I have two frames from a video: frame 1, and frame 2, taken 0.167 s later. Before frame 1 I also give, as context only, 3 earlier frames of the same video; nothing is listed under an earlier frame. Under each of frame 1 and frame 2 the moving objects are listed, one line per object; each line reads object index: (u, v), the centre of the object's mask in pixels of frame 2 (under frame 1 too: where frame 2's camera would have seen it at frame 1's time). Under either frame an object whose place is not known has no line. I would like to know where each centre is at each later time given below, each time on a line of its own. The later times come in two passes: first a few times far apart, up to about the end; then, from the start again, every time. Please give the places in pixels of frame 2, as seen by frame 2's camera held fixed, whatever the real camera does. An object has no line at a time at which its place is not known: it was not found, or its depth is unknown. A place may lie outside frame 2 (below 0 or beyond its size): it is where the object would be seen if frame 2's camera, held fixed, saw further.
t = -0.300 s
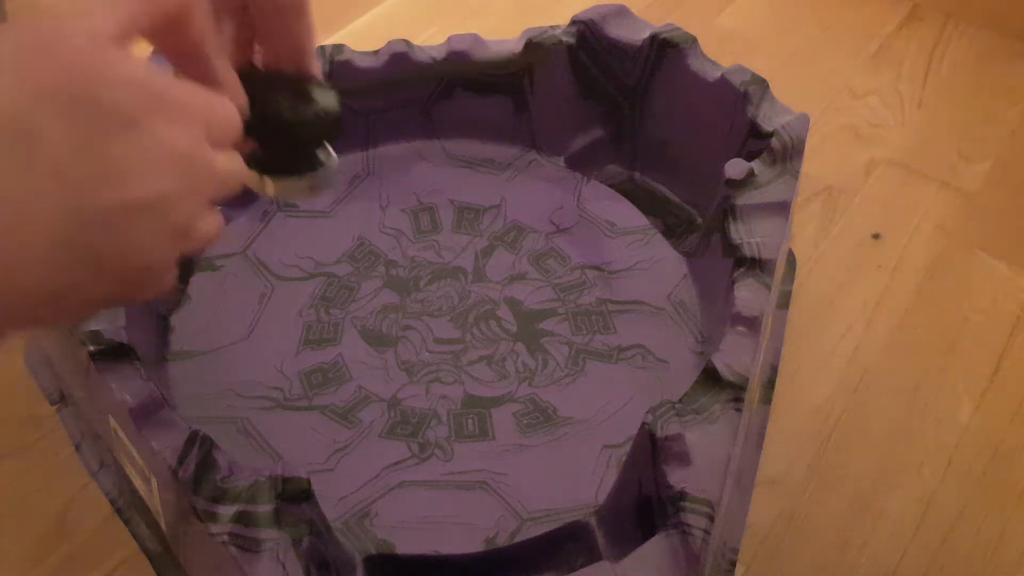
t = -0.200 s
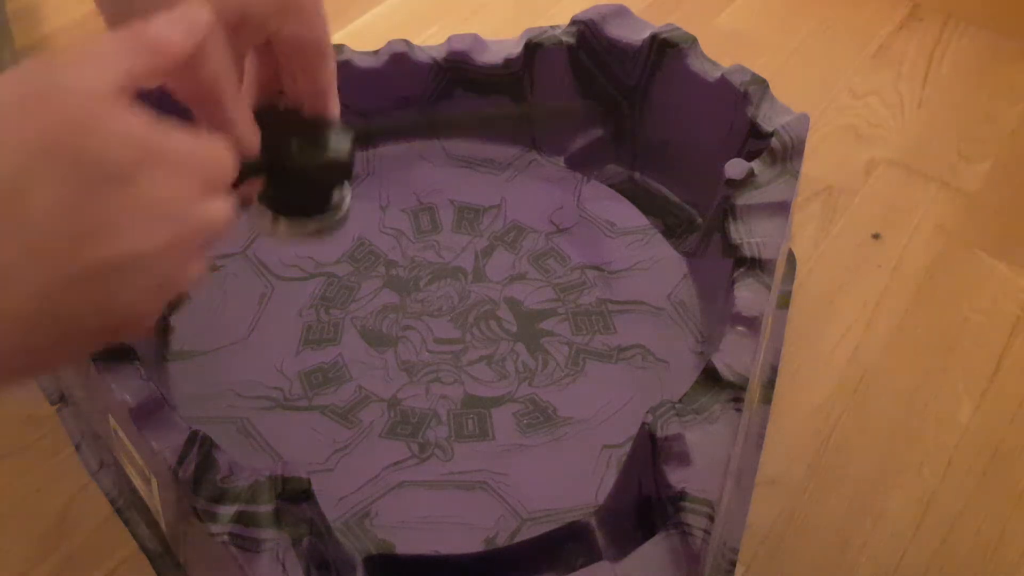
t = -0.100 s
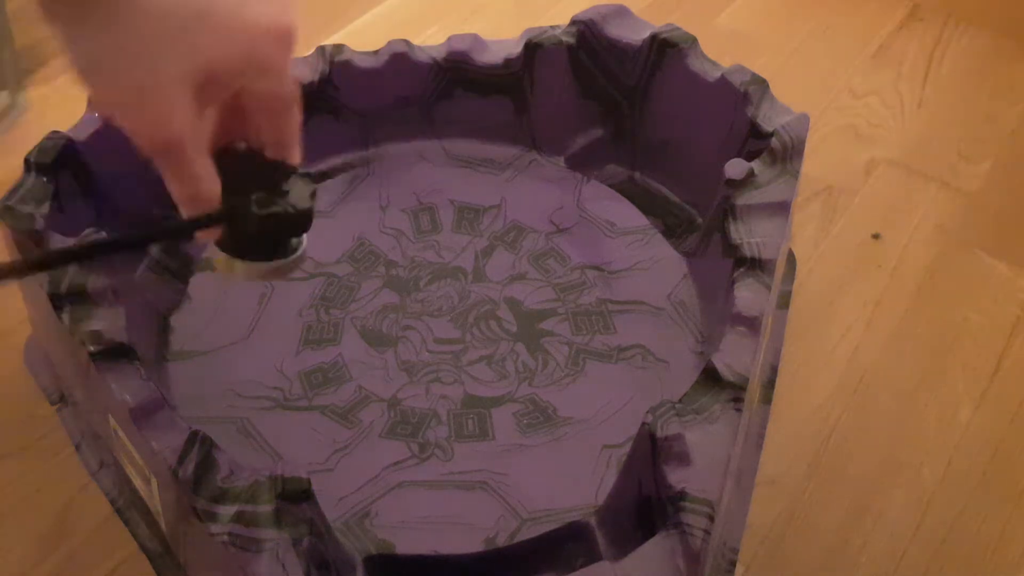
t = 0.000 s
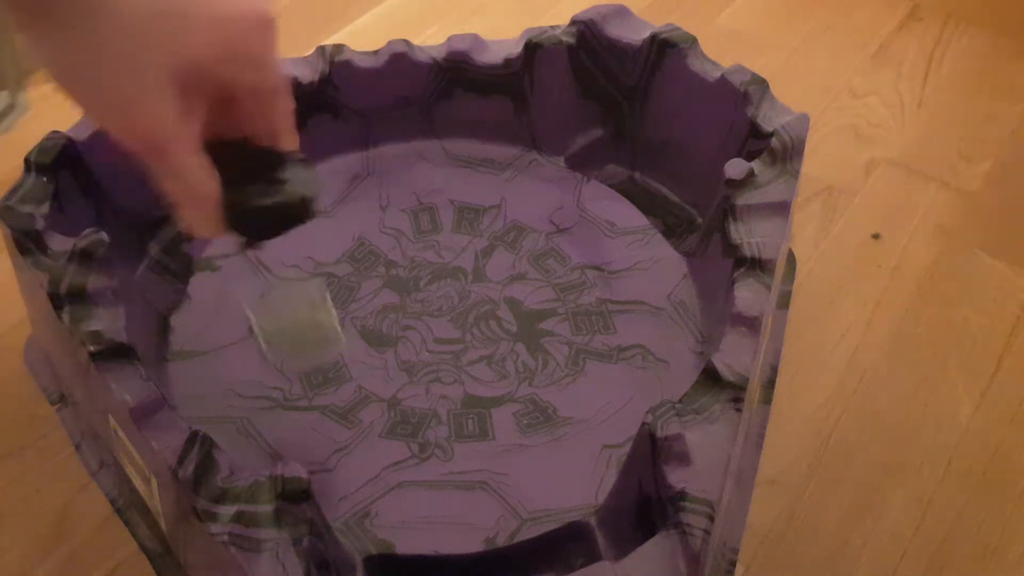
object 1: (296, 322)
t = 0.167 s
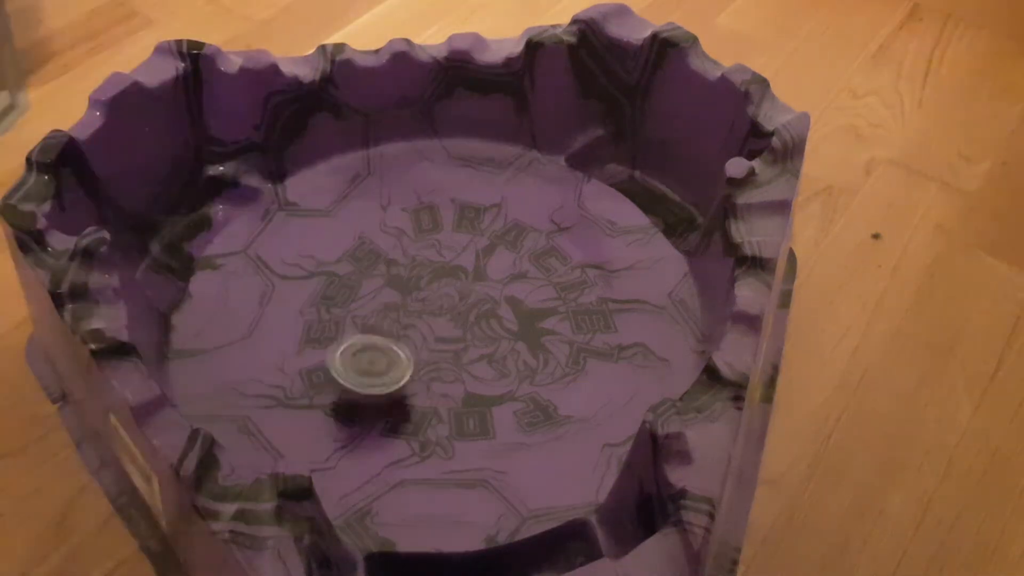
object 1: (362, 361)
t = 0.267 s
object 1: (391, 346)
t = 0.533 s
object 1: (395, 272)
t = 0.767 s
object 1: (369, 220)
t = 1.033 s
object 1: (354, 202)
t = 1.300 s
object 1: (356, 203)
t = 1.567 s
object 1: (388, 209)
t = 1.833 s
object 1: (454, 216)
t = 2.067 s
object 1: (496, 217)
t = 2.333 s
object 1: (525, 223)
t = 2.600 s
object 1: (545, 231)
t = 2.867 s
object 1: (550, 249)
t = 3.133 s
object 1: (524, 285)
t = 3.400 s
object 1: (485, 341)
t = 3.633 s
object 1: (467, 383)
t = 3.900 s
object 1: (440, 412)
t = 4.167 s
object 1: (421, 422)
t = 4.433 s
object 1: (397, 410)
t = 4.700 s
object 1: (364, 379)
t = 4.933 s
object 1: (334, 352)
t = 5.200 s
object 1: (314, 318)
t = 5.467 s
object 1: (313, 281)
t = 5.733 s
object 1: (322, 258)
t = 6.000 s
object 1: (339, 245)
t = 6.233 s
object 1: (373, 238)
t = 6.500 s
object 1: (418, 230)
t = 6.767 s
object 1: (461, 229)
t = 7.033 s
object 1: (495, 233)
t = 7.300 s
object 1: (521, 241)
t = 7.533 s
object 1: (531, 251)
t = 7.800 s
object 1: (516, 275)
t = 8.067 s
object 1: (487, 317)
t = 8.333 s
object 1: (470, 357)
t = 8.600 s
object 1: (446, 381)
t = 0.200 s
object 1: (375, 356)
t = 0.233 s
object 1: (383, 353)
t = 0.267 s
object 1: (391, 346)
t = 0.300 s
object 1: (399, 338)
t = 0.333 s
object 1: (404, 330)
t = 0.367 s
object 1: (406, 321)
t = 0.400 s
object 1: (407, 312)
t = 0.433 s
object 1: (405, 302)
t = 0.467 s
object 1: (403, 291)
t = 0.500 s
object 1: (399, 282)
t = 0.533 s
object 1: (395, 272)
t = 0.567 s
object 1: (392, 262)
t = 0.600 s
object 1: (387, 252)
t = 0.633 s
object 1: (384, 245)
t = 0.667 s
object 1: (380, 238)
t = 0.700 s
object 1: (377, 232)
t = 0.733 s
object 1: (373, 226)
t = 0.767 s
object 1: (369, 220)
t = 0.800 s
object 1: (367, 215)
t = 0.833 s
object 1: (365, 212)
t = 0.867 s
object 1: (363, 210)
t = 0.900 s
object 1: (361, 208)
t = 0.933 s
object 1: (359, 207)
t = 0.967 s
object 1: (357, 205)
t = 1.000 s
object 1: (356, 203)
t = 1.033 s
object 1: (354, 202)
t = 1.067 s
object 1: (353, 201)
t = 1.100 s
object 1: (352, 201)
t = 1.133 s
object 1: (352, 201)
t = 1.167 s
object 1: (352, 201)
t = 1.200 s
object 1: (352, 201)
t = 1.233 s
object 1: (353, 202)
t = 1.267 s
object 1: (355, 203)
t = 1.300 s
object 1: (356, 203)
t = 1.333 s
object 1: (358, 203)
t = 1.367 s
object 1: (361, 205)
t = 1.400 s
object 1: (365, 206)
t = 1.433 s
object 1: (368, 206)
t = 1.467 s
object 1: (372, 207)
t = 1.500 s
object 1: (377, 208)
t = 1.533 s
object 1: (382, 208)
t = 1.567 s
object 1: (388, 209)
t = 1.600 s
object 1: (394, 210)
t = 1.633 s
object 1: (402, 212)
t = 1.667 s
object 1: (409, 213)
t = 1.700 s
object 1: (418, 214)
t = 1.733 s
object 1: (428, 215)
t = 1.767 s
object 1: (437, 215)
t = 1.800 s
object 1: (446, 216)
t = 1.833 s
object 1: (454, 216)
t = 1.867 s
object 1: (461, 216)
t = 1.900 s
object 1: (468, 216)
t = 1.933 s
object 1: (475, 216)
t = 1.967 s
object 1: (481, 216)
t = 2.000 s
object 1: (487, 216)
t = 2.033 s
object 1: (492, 217)
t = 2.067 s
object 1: (496, 217)
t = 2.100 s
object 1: (500, 218)
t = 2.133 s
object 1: (504, 218)
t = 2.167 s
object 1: (507, 218)
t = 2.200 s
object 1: (510, 219)
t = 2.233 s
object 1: (514, 220)
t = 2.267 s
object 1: (518, 221)
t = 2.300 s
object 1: (521, 222)
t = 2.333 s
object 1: (525, 223)
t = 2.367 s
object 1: (528, 224)
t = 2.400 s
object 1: (532, 225)
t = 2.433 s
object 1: (534, 225)
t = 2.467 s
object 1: (537, 226)
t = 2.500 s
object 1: (539, 228)
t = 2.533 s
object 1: (541, 229)
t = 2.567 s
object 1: (543, 230)
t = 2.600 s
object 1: (545, 231)
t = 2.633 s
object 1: (546, 232)
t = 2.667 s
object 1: (547, 234)
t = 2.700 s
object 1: (548, 236)
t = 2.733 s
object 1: (549, 238)
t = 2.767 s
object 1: (550, 241)
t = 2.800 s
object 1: (550, 244)
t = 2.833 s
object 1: (551, 246)
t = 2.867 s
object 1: (550, 249)
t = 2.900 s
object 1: (549, 252)
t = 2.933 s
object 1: (547, 256)
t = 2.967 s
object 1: (545, 260)
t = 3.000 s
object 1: (542, 264)
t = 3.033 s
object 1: (539, 269)
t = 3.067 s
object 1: (534, 274)
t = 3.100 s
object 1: (529, 280)
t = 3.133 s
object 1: (524, 285)
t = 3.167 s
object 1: (518, 291)
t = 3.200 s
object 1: (513, 297)
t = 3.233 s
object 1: (507, 304)
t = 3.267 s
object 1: (502, 311)
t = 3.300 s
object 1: (498, 319)
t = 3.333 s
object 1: (493, 327)
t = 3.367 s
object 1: (489, 334)
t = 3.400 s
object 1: (485, 341)
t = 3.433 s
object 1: (483, 347)
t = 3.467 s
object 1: (481, 354)
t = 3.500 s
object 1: (478, 360)
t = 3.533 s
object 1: (476, 366)
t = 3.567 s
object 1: (473, 372)
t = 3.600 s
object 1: (470, 378)
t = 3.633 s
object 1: (467, 383)
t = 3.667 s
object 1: (464, 388)
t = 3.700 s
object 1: (460, 392)
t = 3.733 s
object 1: (456, 396)
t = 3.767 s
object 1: (452, 400)
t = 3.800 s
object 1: (449, 403)
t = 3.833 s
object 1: (446, 406)
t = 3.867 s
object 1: (443, 409)
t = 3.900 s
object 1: (440, 412)
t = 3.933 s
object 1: (438, 414)
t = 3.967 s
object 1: (435, 416)
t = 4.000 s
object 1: (433, 418)
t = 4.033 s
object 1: (431, 419)
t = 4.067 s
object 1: (427, 420)
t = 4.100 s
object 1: (425, 421)
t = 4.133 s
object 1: (423, 421)
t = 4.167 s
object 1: (421, 422)
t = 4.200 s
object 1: (418, 422)
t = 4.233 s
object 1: (416, 421)
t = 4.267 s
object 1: (414, 420)
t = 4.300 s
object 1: (411, 419)
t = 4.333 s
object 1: (408, 417)
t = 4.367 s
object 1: (405, 414)
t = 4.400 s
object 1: (402, 412)
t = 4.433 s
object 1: (397, 410)
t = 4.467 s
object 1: (394, 406)
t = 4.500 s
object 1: (390, 403)
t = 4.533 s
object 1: (385, 400)
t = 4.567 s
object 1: (381, 396)
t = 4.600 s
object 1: (377, 392)
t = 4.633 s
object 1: (372, 388)
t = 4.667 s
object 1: (368, 383)
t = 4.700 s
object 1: (364, 379)
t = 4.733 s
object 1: (359, 375)
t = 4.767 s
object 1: (355, 371)
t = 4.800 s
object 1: (351, 367)
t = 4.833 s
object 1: (346, 363)
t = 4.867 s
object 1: (342, 359)
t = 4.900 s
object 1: (337, 355)
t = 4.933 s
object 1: (334, 352)
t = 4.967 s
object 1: (330, 347)
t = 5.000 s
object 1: (327, 344)
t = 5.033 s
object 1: (324, 339)
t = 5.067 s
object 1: (322, 335)
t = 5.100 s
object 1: (319, 331)
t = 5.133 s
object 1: (317, 326)
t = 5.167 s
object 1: (315, 322)
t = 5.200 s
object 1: (314, 318)
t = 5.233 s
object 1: (313, 313)
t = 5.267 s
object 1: (312, 308)
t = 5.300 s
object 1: (312, 303)
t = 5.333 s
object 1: (312, 299)
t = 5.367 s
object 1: (312, 294)
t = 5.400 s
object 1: (312, 289)
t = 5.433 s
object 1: (312, 285)
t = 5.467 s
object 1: (313, 281)
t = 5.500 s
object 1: (314, 277)
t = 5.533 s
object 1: (315, 273)
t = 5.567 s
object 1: (316, 270)
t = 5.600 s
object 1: (317, 268)
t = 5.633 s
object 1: (318, 265)
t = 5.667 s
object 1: (319, 263)
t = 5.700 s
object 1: (320, 260)
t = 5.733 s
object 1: (322, 258)
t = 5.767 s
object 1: (323, 256)
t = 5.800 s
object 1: (325, 254)
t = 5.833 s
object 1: (326, 252)
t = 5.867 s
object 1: (328, 251)
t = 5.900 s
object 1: (329, 249)
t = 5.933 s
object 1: (332, 247)
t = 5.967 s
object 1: (335, 246)
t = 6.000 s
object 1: (339, 245)
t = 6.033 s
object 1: (342, 244)
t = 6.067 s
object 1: (347, 243)
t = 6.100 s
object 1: (352, 242)
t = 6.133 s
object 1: (357, 242)
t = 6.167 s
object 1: (362, 240)
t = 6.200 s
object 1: (367, 239)
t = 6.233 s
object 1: (373, 238)
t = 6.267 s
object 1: (378, 237)
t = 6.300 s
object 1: (383, 236)
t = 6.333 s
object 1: (388, 235)
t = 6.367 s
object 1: (394, 233)
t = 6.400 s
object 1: (400, 232)
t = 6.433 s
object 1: (407, 231)
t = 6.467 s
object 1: (411, 230)
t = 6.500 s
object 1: (418, 230)
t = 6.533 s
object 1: (423, 229)
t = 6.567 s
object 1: (428, 229)
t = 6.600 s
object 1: (435, 228)
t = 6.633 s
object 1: (440, 229)
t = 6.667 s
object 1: (446, 229)
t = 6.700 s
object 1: (451, 229)
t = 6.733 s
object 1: (456, 229)
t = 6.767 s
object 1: (461, 229)
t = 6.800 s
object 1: (466, 230)
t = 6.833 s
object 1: (471, 230)
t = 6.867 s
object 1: (476, 231)
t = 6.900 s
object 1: (480, 231)
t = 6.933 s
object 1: (484, 232)
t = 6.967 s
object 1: (487, 232)
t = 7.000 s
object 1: (491, 233)
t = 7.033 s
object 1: (495, 233)
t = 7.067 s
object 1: (499, 234)
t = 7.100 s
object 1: (502, 235)
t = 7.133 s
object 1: (505, 236)
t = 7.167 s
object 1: (509, 237)
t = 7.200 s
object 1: (512, 238)
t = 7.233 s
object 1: (516, 239)
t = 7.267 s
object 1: (518, 240)
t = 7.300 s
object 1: (521, 241)
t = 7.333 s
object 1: (523, 242)
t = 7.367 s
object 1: (525, 243)
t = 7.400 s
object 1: (527, 245)
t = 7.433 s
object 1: (529, 246)
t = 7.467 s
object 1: (530, 248)
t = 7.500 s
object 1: (531, 249)
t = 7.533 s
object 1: (531, 251)
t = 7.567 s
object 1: (532, 253)
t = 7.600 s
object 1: (531, 255)
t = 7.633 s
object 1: (529, 258)
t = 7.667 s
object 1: (528, 260)
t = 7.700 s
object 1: (526, 264)
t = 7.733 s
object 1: (523, 267)
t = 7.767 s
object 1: (520, 271)
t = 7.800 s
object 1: (516, 275)
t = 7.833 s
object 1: (512, 280)
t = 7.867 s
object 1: (508, 285)
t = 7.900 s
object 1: (504, 291)
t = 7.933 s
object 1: (501, 296)
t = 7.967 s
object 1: (497, 302)
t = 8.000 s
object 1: (494, 306)
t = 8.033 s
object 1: (491, 311)
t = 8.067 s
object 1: (487, 317)
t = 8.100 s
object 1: (484, 323)
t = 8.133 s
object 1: (480, 328)
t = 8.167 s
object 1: (478, 333)
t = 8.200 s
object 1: (476, 337)
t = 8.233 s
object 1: (474, 343)
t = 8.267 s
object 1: (473, 348)
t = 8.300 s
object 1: (472, 352)
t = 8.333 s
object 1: (470, 357)
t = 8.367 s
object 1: (468, 360)
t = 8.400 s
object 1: (466, 364)
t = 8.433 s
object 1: (463, 367)
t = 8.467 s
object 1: (460, 369)
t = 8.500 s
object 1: (456, 373)
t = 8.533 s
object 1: (453, 376)
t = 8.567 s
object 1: (449, 378)
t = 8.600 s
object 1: (446, 381)
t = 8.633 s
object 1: (442, 383)
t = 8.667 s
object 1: (438, 385)
